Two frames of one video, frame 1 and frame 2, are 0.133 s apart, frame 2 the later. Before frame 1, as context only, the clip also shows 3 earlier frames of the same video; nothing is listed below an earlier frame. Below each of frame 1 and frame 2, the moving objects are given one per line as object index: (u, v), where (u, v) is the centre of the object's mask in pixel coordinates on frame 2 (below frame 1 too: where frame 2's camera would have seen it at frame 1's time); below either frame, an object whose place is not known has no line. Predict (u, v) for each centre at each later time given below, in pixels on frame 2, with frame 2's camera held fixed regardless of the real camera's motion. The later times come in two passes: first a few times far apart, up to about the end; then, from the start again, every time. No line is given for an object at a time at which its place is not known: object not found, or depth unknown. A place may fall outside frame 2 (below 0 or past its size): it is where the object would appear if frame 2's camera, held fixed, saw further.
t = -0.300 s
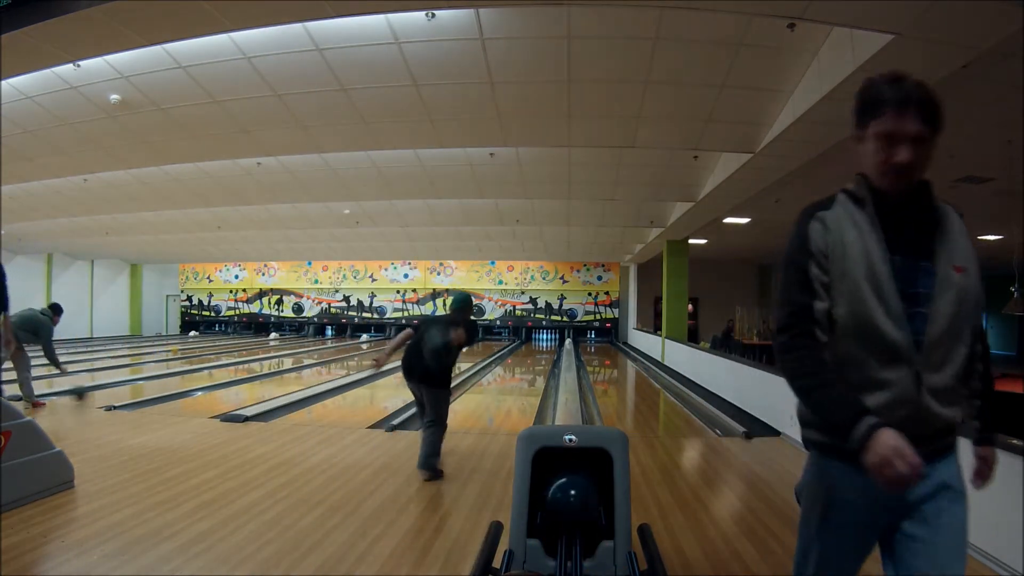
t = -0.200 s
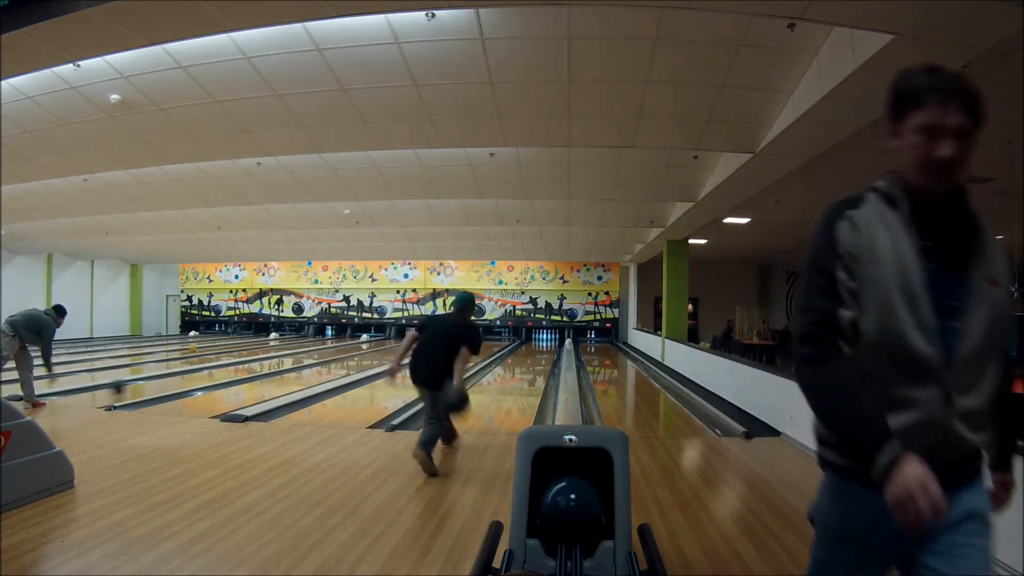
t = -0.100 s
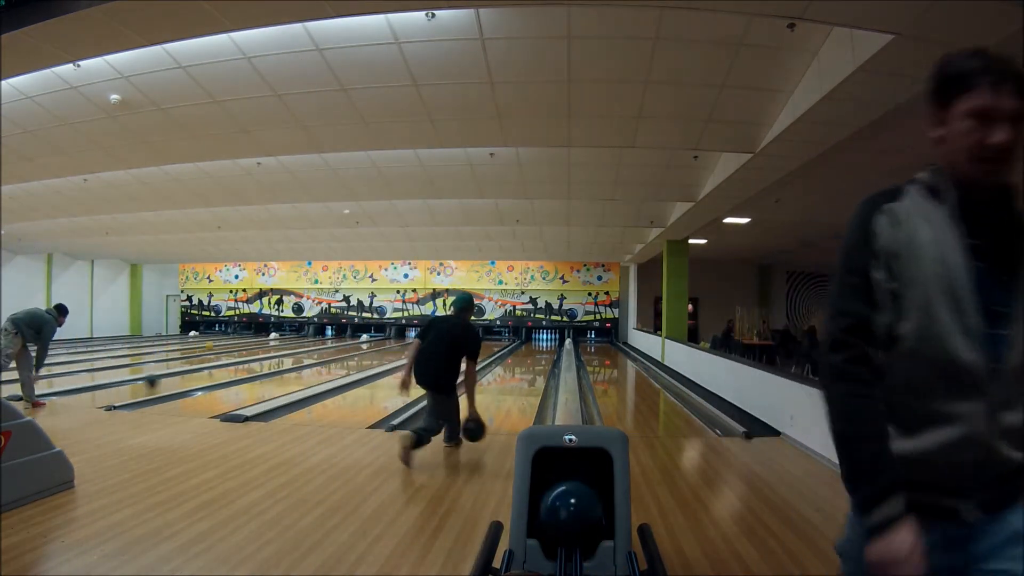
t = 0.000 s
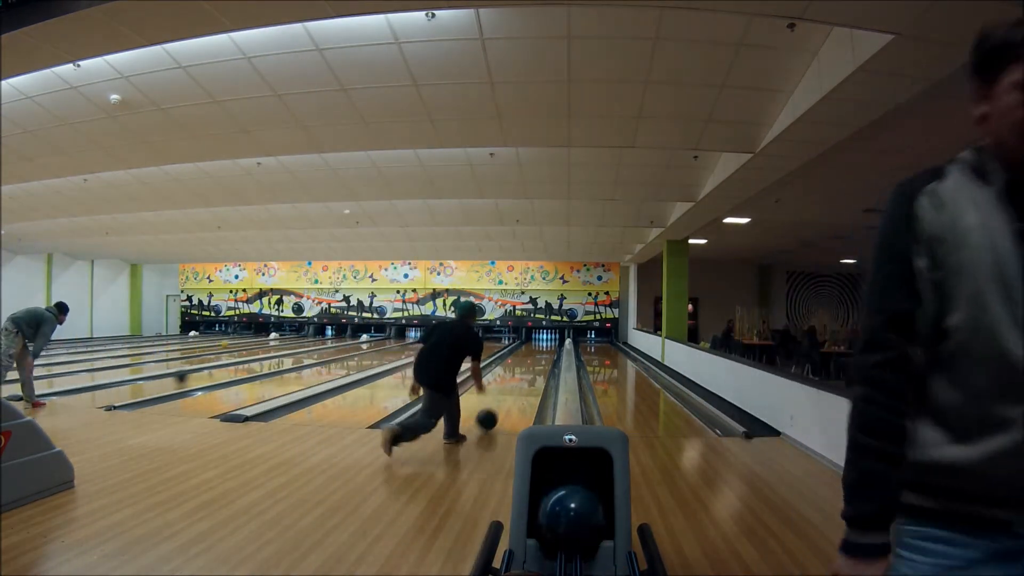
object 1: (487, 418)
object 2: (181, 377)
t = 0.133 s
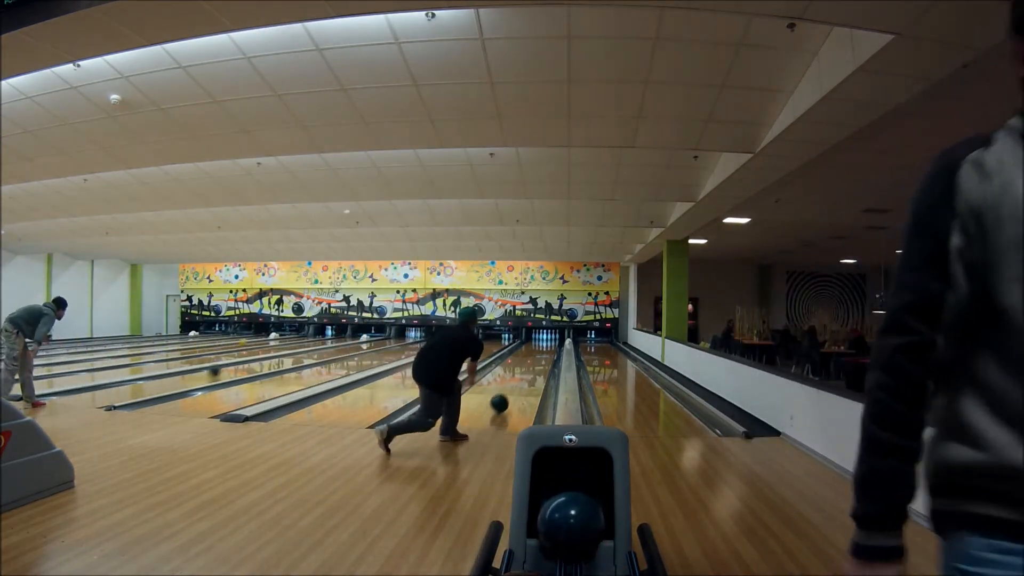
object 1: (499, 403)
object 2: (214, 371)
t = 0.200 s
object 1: (504, 396)
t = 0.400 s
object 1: (516, 381)
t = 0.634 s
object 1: (525, 369)
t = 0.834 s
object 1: (531, 361)
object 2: (330, 352)
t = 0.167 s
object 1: (502, 399)
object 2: (223, 370)
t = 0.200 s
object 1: (504, 396)
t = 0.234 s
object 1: (507, 393)
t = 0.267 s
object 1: (509, 390)
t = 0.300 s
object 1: (510, 388)
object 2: (250, 366)
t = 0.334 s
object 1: (512, 386)
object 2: (258, 364)
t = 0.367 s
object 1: (514, 383)
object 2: (263, 364)
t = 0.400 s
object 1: (516, 381)
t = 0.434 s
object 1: (517, 379)
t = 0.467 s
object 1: (519, 377)
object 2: (280, 361)
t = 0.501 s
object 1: (520, 375)
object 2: (285, 359)
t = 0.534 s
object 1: (522, 373)
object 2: (291, 358)
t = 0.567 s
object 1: (523, 372)
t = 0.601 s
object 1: (524, 370)
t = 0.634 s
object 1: (525, 369)
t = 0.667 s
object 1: (526, 367)
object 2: (310, 355)
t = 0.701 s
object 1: (527, 366)
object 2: (314, 354)
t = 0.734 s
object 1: (528, 364)
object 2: (318, 354)
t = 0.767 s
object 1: (529, 363)
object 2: (322, 353)
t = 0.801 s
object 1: (529, 362)
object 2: (326, 352)
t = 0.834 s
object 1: (531, 361)
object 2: (330, 352)
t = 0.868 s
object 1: (532, 360)
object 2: (334, 351)
